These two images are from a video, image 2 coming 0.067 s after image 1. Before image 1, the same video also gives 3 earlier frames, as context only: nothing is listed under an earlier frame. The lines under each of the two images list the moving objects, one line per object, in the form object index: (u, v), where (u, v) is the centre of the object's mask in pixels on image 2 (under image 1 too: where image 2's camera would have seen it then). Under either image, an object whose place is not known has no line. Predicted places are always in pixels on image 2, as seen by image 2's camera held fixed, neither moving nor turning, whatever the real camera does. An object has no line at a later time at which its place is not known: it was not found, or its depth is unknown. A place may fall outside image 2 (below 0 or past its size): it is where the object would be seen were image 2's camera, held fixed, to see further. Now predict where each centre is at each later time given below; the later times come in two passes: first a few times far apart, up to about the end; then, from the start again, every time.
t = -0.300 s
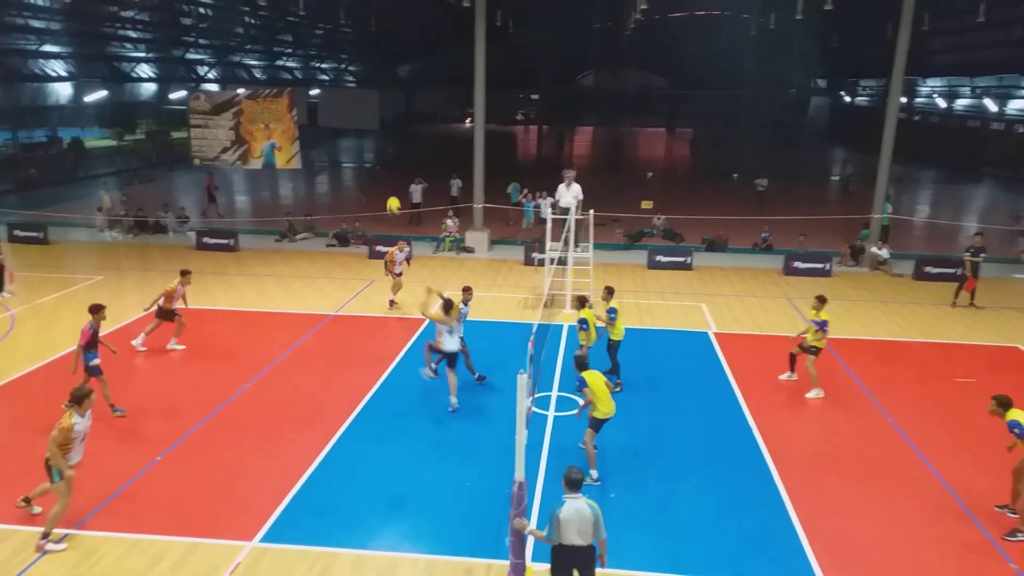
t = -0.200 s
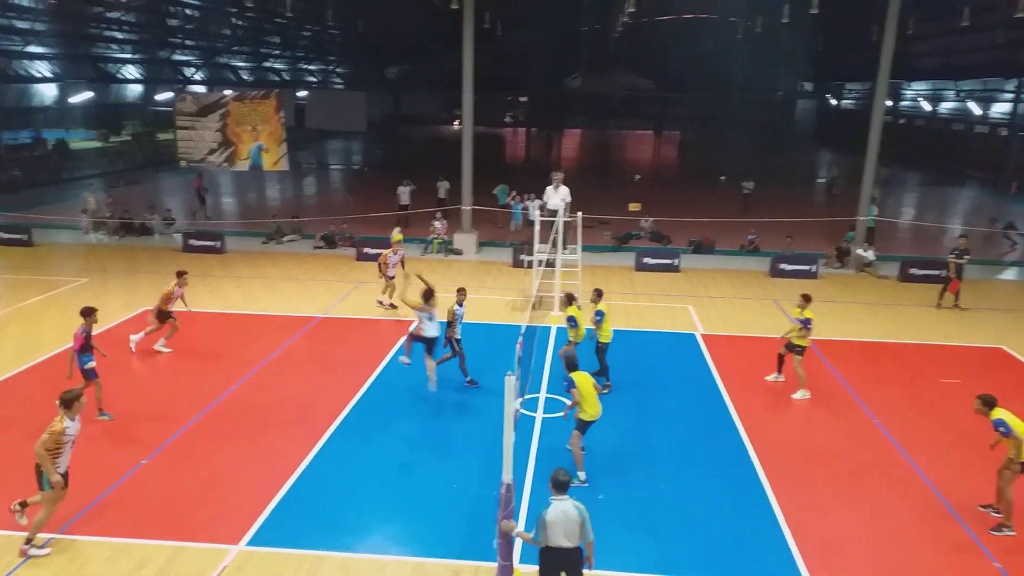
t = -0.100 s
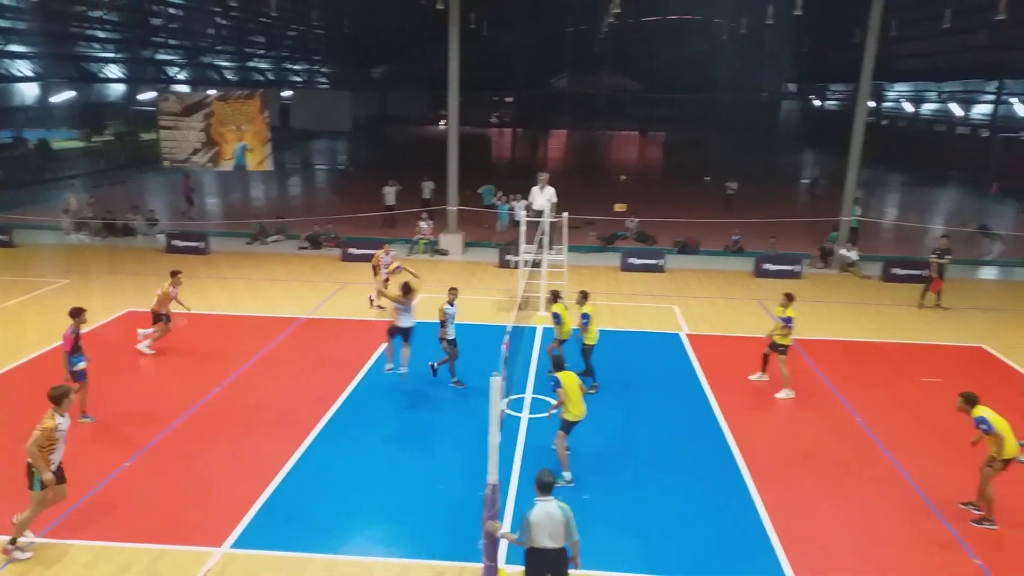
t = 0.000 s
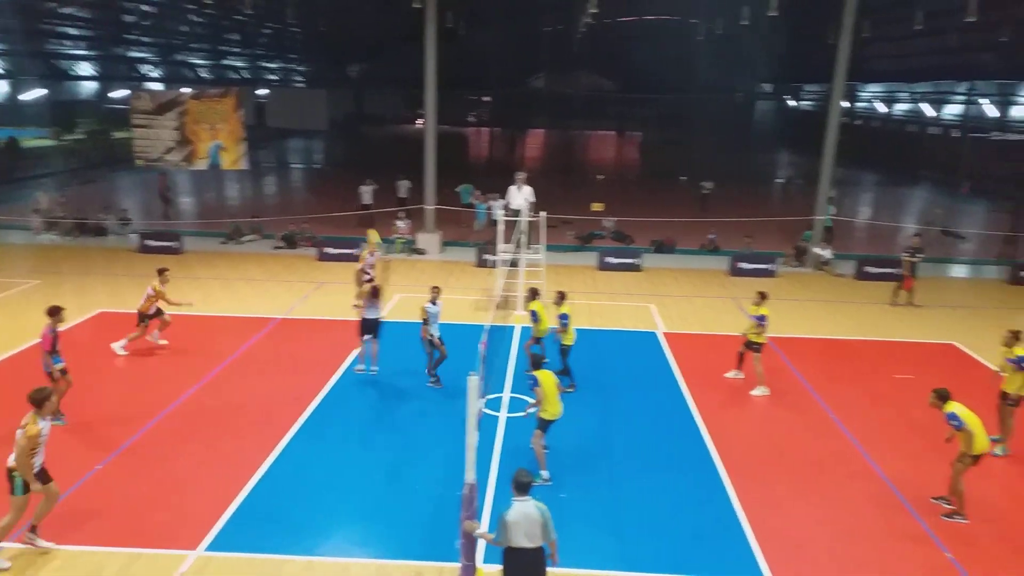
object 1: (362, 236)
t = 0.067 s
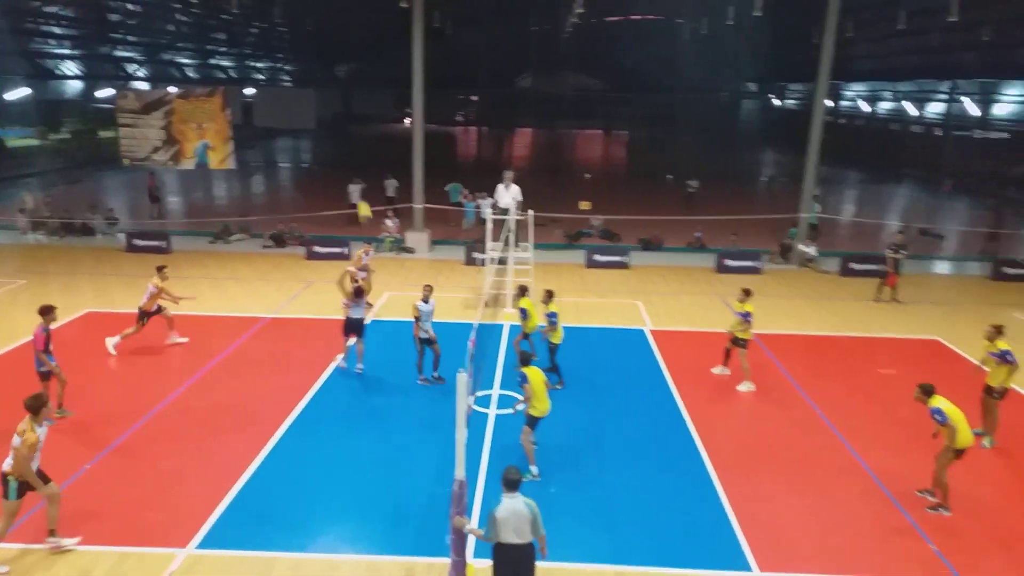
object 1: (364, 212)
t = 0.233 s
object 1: (366, 151)
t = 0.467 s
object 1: (375, 93)
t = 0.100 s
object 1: (364, 198)
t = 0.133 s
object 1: (364, 184)
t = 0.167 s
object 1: (365, 173)
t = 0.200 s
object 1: (365, 162)
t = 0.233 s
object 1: (366, 151)
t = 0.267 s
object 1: (368, 141)
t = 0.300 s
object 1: (369, 132)
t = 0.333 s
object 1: (370, 123)
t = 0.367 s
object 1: (371, 114)
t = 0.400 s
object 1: (373, 107)
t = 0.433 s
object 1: (374, 100)
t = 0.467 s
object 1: (375, 93)
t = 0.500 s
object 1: (376, 88)
